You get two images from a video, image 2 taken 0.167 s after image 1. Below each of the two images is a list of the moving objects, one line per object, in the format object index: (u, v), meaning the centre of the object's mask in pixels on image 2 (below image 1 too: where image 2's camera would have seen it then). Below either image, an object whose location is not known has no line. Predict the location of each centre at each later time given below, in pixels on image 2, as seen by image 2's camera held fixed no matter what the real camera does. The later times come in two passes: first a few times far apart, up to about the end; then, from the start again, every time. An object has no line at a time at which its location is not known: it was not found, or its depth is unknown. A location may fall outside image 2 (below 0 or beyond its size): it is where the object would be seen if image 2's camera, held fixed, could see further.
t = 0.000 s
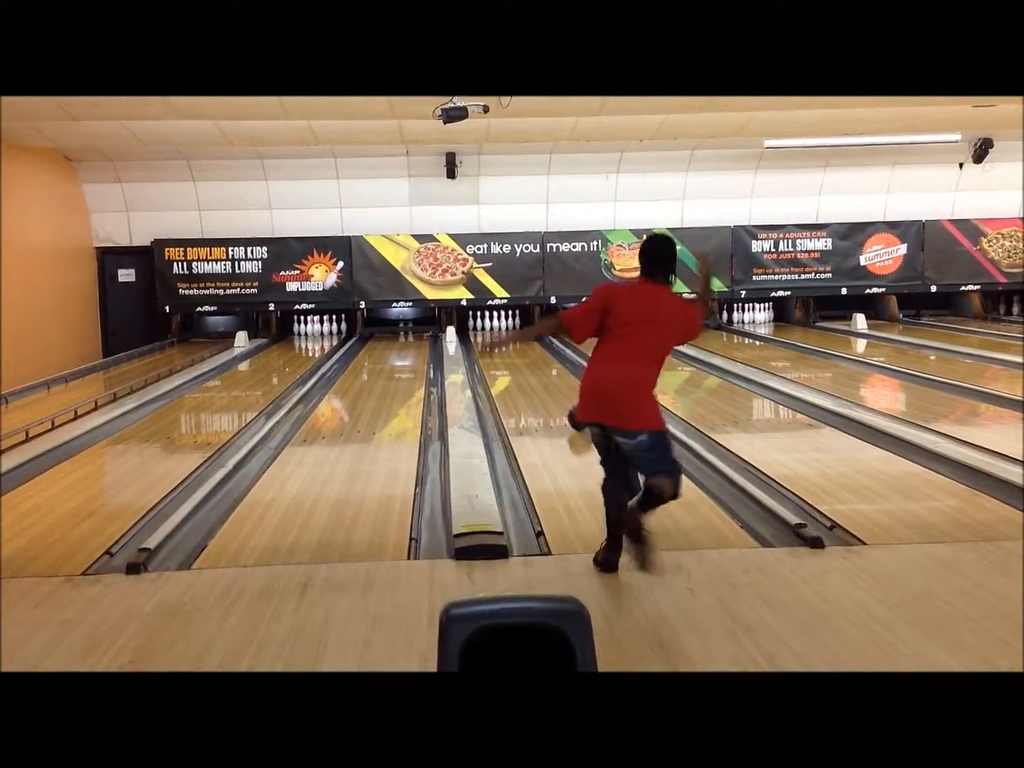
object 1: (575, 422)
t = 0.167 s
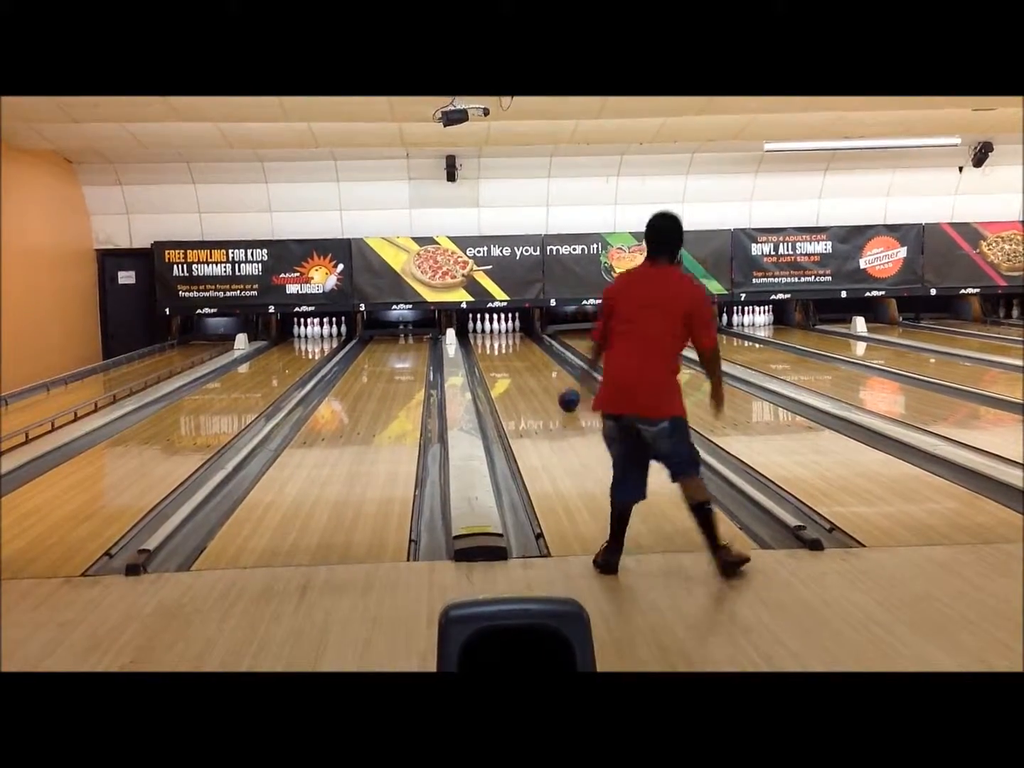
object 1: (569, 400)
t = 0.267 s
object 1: (563, 391)
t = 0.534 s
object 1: (551, 372)
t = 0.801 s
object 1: (540, 357)
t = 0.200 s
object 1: (567, 397)
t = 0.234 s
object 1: (565, 394)
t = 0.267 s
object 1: (563, 391)
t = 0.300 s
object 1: (561, 388)
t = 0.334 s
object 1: (560, 386)
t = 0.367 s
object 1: (558, 383)
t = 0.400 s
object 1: (557, 381)
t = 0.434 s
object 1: (555, 378)
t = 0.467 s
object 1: (554, 376)
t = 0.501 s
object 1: (552, 374)
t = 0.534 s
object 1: (551, 372)
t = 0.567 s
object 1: (549, 370)
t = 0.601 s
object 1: (548, 368)
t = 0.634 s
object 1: (547, 366)
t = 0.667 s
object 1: (545, 364)
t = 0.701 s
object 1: (544, 362)
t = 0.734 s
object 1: (542, 360)
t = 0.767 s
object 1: (541, 358)
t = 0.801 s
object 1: (540, 357)
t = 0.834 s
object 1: (538, 356)
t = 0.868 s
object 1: (537, 355)
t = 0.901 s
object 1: (536, 353)
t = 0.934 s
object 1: (535, 352)
